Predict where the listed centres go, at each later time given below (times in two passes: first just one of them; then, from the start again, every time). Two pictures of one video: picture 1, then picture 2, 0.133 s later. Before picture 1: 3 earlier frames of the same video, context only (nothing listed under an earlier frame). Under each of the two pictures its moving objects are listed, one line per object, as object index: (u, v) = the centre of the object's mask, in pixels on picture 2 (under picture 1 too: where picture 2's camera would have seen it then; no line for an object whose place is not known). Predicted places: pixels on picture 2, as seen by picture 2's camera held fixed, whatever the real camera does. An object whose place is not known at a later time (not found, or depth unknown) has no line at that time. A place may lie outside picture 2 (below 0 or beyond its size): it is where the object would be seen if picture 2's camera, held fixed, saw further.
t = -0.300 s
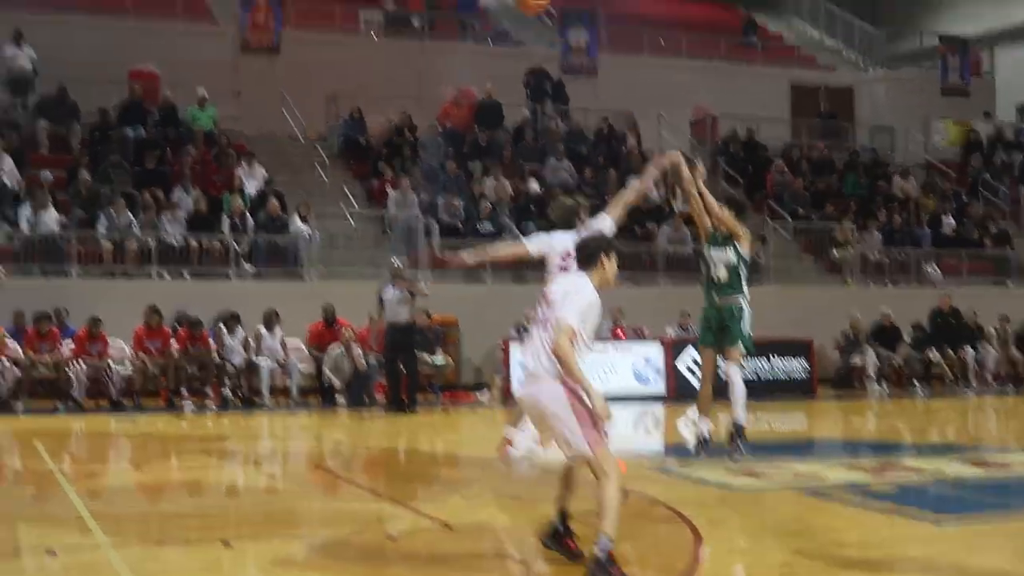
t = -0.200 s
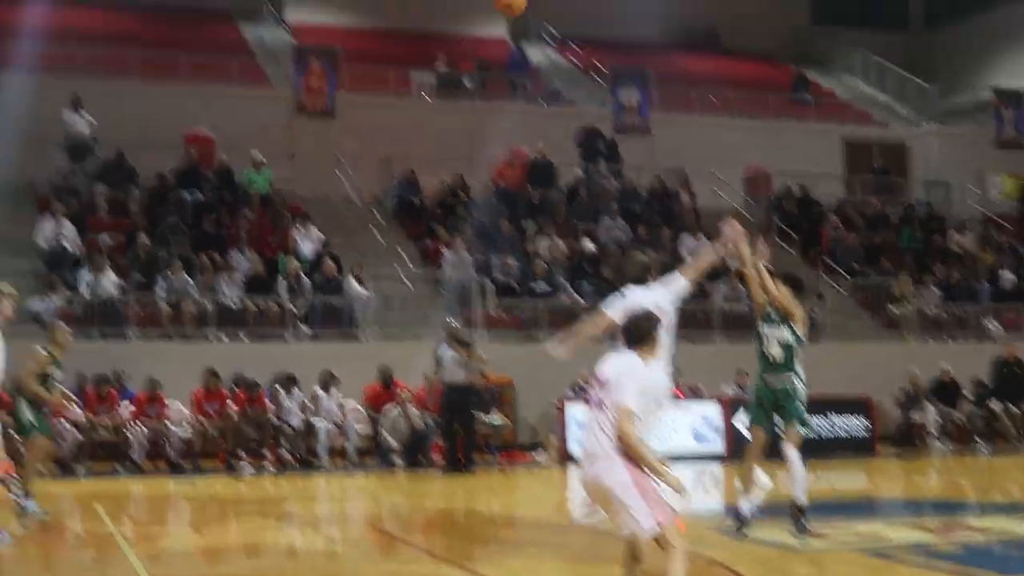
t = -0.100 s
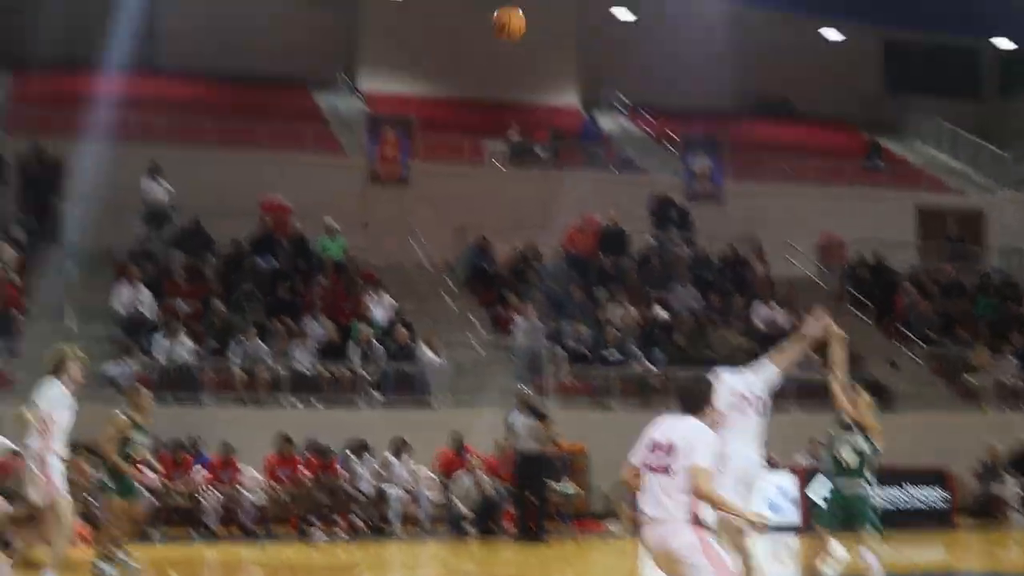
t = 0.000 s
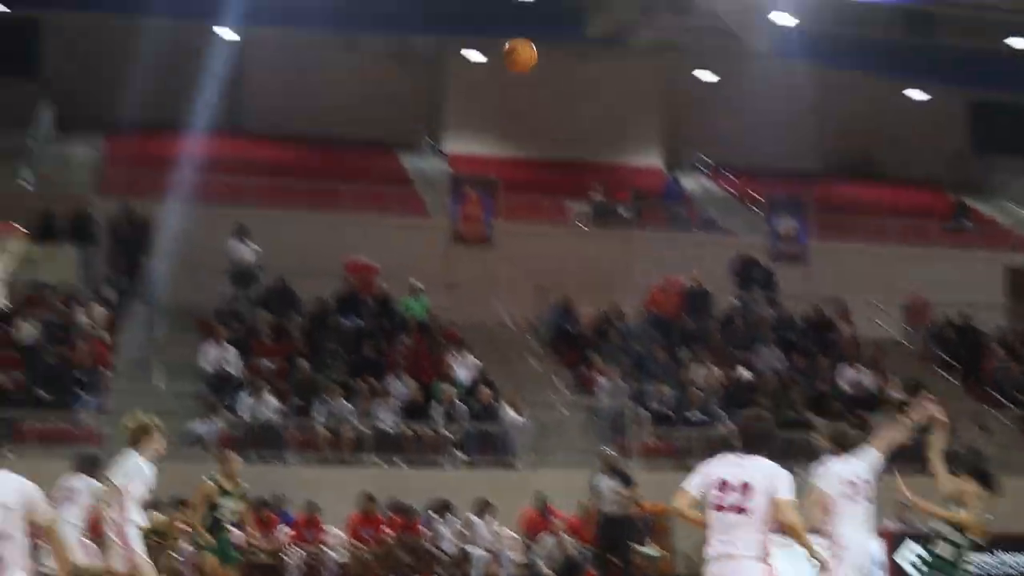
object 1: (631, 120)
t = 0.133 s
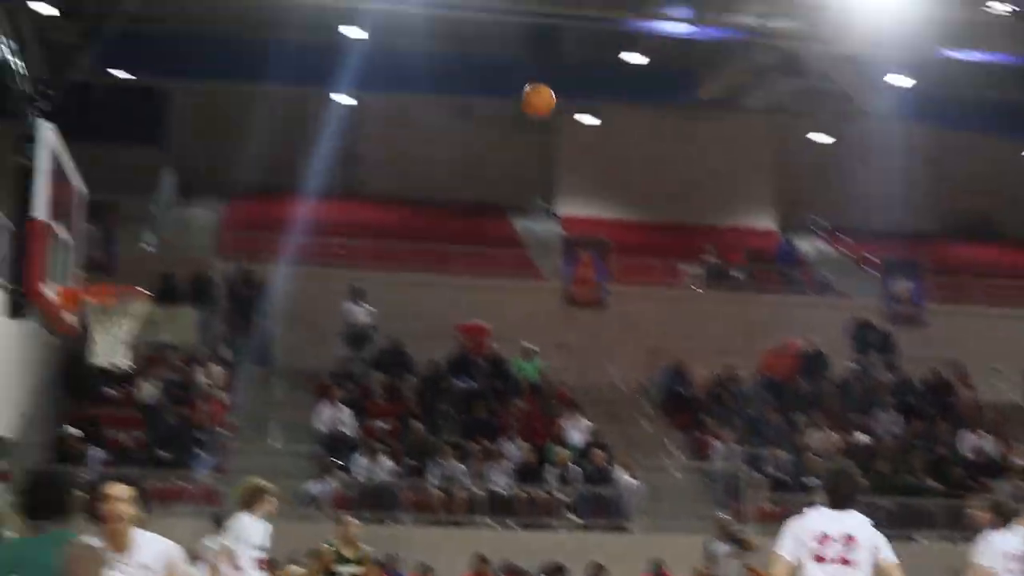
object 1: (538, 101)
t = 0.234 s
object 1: (468, 100)
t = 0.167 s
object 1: (514, 99)
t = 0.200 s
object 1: (491, 99)
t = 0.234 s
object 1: (468, 100)
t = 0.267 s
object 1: (443, 103)
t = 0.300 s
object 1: (421, 109)
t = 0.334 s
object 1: (398, 115)
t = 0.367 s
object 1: (373, 122)
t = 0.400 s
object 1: (349, 132)
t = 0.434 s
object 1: (325, 143)
